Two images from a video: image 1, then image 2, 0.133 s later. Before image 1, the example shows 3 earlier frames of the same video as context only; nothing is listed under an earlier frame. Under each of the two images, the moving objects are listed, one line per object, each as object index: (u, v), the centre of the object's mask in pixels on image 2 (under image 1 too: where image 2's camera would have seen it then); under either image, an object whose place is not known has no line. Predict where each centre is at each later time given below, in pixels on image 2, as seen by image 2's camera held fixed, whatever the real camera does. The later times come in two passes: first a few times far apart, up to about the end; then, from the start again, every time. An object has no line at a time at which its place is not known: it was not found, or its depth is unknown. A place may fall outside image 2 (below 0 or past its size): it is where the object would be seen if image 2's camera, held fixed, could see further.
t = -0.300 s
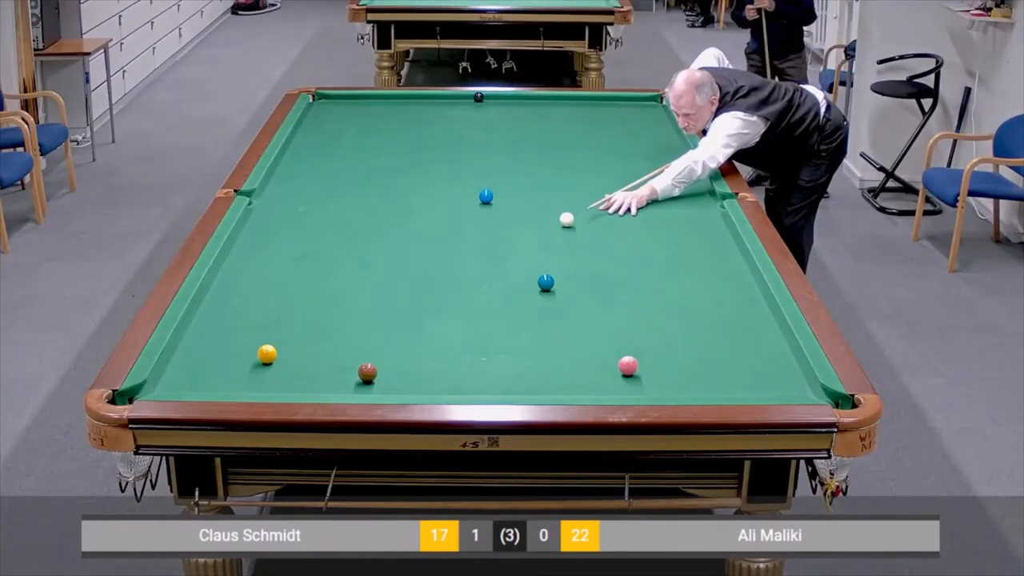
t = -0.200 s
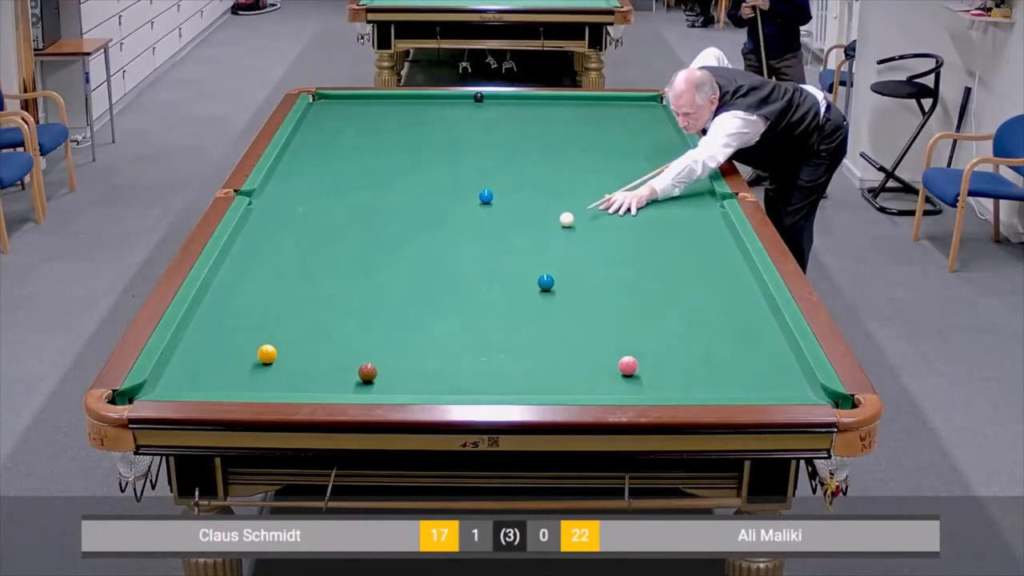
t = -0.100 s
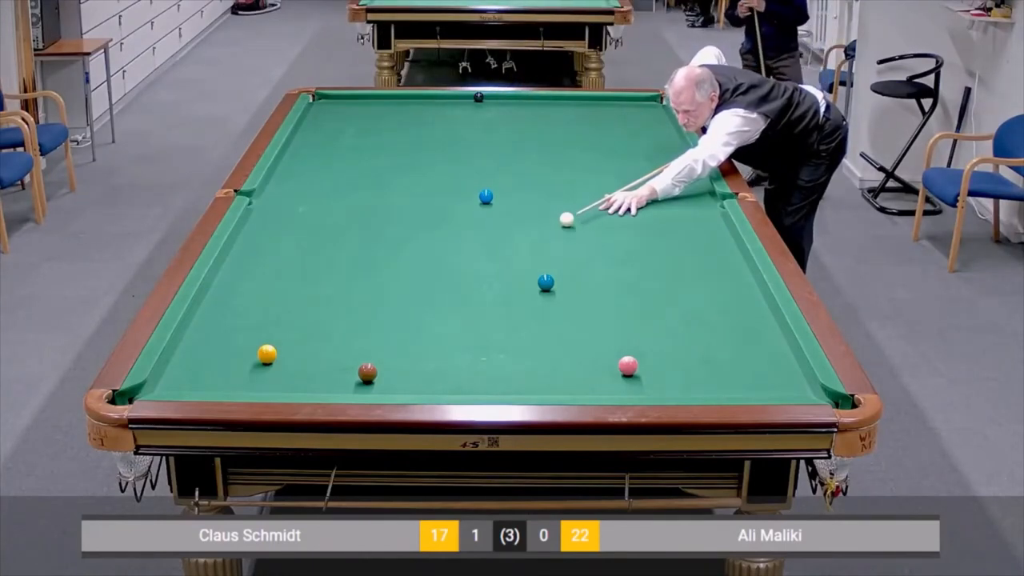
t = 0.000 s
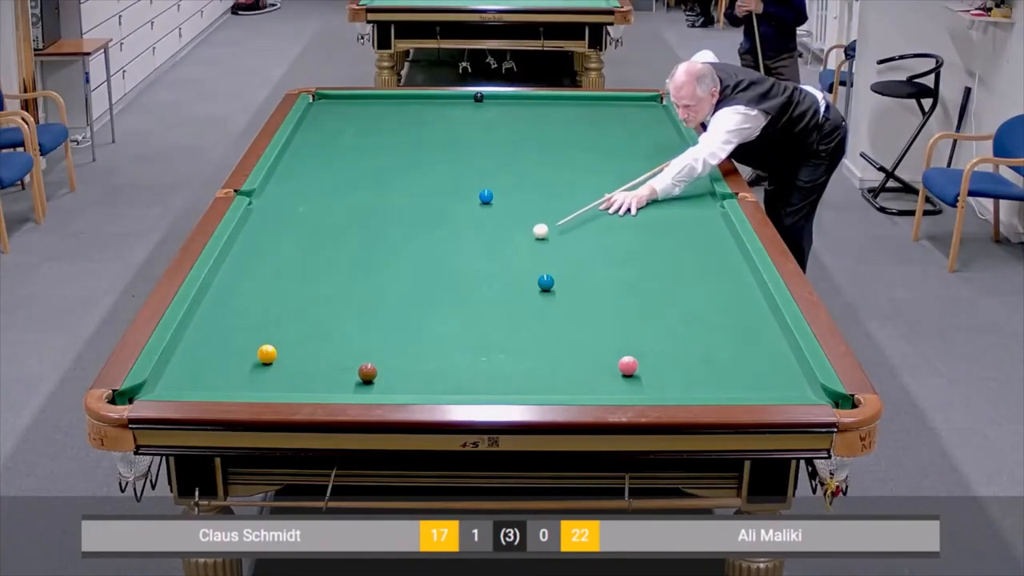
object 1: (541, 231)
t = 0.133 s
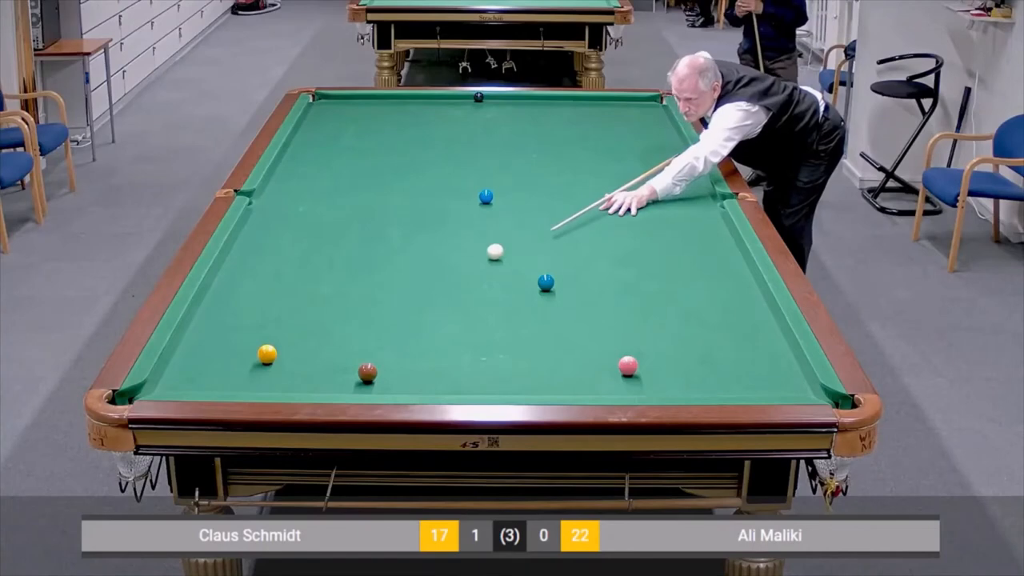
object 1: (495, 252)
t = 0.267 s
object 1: (450, 272)
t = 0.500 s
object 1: (364, 312)
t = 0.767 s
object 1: (286, 353)
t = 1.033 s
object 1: (276, 375)
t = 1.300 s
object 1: (267, 386)
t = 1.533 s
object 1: (273, 377)
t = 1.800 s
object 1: (280, 365)
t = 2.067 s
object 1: (285, 354)
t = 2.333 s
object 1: (290, 345)
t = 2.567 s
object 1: (294, 338)
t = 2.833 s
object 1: (297, 331)
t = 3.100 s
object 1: (301, 326)
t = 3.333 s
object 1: (303, 322)
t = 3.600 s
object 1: (305, 319)
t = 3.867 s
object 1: (307, 316)
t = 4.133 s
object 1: (308, 315)
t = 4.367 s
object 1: (307, 315)
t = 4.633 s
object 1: (308, 315)
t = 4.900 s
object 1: (307, 315)
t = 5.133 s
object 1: (308, 315)
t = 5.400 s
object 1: (307, 315)
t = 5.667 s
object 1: (308, 315)
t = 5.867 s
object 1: (307, 315)
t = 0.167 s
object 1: (484, 257)
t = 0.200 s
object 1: (473, 262)
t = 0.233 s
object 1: (461, 267)
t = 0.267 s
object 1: (450, 272)
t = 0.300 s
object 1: (438, 278)
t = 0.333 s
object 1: (427, 283)
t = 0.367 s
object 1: (414, 289)
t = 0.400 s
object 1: (402, 294)
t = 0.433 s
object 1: (389, 300)
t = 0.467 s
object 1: (377, 306)
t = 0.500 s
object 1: (364, 312)
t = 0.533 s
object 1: (350, 318)
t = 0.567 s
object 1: (337, 324)
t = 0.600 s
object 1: (323, 331)
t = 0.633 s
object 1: (309, 337)
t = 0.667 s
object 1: (295, 344)
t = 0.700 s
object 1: (283, 350)
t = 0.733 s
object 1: (285, 352)
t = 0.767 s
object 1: (286, 353)
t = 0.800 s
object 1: (287, 356)
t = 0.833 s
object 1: (286, 358)
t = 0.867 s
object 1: (285, 361)
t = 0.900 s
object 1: (284, 363)
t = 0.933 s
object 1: (282, 366)
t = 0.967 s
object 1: (280, 369)
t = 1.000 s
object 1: (278, 372)
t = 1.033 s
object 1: (276, 375)
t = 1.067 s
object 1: (274, 378)
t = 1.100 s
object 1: (272, 381)
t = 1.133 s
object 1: (271, 383)
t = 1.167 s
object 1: (269, 385)
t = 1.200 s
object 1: (267, 387)
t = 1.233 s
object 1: (265, 389)
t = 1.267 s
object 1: (266, 388)
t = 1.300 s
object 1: (267, 386)
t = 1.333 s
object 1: (268, 385)
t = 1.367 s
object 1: (269, 384)
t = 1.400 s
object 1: (269, 383)
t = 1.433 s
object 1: (270, 382)
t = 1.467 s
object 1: (271, 380)
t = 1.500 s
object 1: (272, 379)
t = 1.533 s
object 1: (273, 377)
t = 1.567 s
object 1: (274, 376)
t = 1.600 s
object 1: (275, 374)
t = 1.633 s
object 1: (276, 372)
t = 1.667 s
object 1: (277, 371)
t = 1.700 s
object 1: (277, 369)
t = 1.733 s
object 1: (278, 368)
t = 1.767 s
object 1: (279, 366)
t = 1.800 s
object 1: (280, 365)
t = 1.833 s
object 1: (280, 363)
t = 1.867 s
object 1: (281, 362)
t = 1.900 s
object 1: (282, 361)
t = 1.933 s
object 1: (283, 359)
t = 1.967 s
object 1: (283, 358)
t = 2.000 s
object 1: (284, 357)
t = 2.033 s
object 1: (285, 355)
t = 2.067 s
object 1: (285, 354)
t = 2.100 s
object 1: (286, 353)
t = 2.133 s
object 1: (287, 352)
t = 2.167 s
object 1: (287, 350)
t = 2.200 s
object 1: (288, 349)
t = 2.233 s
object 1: (288, 348)
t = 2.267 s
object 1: (289, 347)
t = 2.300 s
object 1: (290, 346)
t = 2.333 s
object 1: (290, 345)
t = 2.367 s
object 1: (291, 344)
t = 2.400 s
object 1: (291, 343)
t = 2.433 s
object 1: (292, 342)
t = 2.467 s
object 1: (292, 341)
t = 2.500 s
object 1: (293, 340)
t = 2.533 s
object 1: (293, 339)
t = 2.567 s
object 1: (294, 338)
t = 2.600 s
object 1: (294, 337)
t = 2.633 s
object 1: (295, 336)
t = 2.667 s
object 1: (295, 335)
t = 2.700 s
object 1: (296, 335)
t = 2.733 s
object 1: (296, 334)
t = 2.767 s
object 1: (297, 333)
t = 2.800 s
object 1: (297, 332)
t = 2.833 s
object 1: (297, 331)
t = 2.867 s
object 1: (298, 331)
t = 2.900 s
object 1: (298, 330)
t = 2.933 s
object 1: (299, 329)
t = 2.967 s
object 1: (299, 328)
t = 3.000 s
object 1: (300, 328)
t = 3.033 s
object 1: (300, 327)
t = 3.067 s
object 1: (300, 326)
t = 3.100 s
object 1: (301, 326)
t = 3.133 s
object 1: (301, 325)
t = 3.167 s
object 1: (302, 325)
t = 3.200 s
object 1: (302, 324)
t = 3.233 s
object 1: (302, 323)
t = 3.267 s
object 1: (302, 323)
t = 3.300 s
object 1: (303, 323)
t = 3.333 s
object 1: (303, 322)
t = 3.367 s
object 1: (304, 321)
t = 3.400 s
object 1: (304, 321)
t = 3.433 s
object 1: (304, 321)
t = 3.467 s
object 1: (304, 320)
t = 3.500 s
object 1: (305, 320)
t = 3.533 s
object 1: (305, 319)
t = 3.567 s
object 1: (305, 319)
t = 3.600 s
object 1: (305, 319)
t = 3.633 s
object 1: (306, 318)
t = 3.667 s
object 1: (306, 318)
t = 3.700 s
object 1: (306, 318)
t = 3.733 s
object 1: (306, 317)
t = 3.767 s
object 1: (307, 317)
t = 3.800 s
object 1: (307, 317)
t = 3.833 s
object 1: (307, 317)
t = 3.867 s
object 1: (307, 316)
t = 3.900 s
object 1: (307, 316)
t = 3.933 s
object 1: (307, 316)
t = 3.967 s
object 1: (307, 316)
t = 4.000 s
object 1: (307, 315)
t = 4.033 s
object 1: (308, 315)
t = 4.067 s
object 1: (308, 315)
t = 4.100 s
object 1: (308, 315)
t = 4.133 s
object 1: (308, 315)
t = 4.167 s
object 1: (308, 315)
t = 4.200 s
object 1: (308, 315)
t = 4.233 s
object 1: (308, 315)
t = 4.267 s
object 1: (308, 315)
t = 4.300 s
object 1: (307, 315)
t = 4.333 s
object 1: (307, 315)
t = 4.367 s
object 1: (307, 315)
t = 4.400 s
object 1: (307, 315)
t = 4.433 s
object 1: (307, 315)
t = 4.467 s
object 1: (307, 315)
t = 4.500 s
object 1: (308, 315)
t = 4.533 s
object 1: (307, 315)
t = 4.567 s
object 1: (307, 315)
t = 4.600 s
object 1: (308, 315)
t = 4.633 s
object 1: (308, 315)
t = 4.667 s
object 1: (308, 315)
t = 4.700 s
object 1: (307, 315)
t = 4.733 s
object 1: (308, 315)
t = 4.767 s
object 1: (308, 315)
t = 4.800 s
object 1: (308, 315)
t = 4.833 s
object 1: (307, 315)
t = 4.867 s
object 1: (307, 315)
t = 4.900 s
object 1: (307, 315)
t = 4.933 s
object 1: (307, 315)
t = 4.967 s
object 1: (307, 315)
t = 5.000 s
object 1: (308, 315)
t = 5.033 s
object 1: (308, 315)
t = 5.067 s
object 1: (308, 315)
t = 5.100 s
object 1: (308, 315)
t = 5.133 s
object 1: (308, 315)
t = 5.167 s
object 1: (308, 315)
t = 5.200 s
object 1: (308, 315)
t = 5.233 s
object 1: (307, 315)
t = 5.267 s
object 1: (307, 315)
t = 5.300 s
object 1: (307, 315)
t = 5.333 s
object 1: (307, 315)
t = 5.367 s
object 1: (307, 315)
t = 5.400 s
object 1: (307, 315)
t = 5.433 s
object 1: (307, 315)
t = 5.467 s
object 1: (307, 315)
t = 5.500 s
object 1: (308, 315)
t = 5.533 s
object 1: (307, 315)
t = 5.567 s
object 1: (307, 315)
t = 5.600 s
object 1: (308, 315)
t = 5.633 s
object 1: (308, 315)
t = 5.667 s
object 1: (308, 315)
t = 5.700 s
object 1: (308, 315)
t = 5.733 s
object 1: (308, 315)
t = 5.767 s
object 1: (308, 315)
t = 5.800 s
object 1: (308, 315)
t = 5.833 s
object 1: (308, 315)
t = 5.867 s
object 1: (307, 315)
